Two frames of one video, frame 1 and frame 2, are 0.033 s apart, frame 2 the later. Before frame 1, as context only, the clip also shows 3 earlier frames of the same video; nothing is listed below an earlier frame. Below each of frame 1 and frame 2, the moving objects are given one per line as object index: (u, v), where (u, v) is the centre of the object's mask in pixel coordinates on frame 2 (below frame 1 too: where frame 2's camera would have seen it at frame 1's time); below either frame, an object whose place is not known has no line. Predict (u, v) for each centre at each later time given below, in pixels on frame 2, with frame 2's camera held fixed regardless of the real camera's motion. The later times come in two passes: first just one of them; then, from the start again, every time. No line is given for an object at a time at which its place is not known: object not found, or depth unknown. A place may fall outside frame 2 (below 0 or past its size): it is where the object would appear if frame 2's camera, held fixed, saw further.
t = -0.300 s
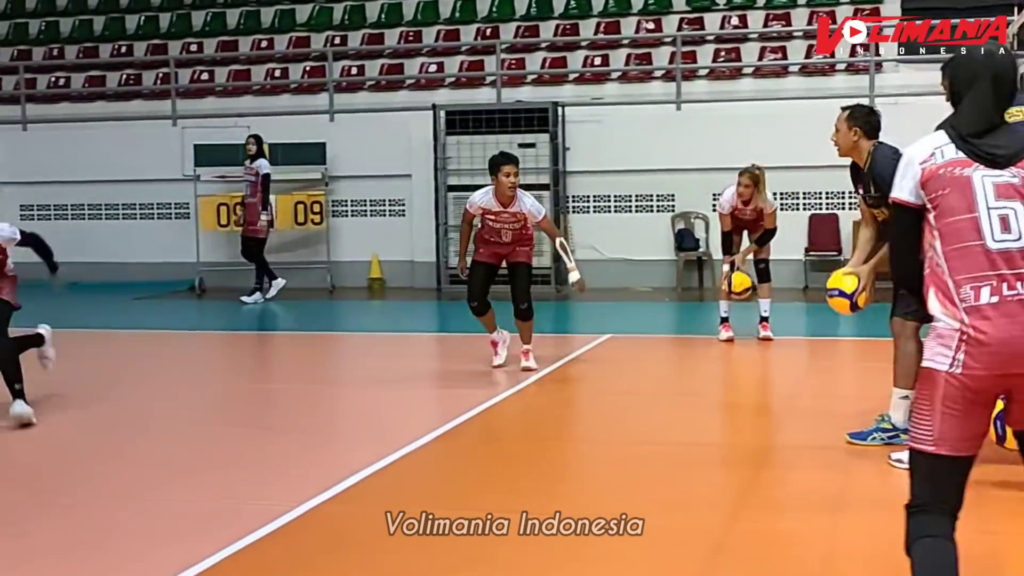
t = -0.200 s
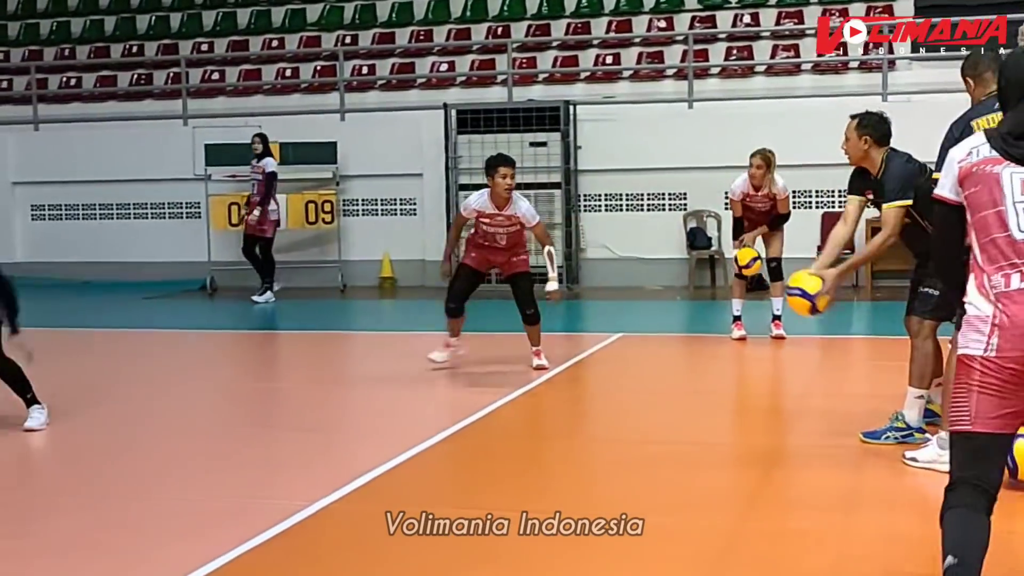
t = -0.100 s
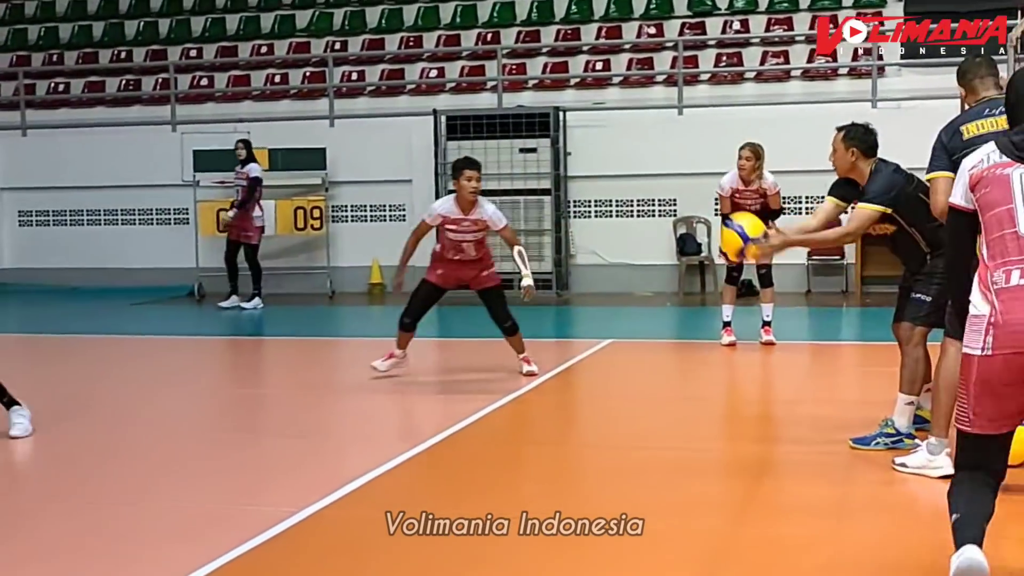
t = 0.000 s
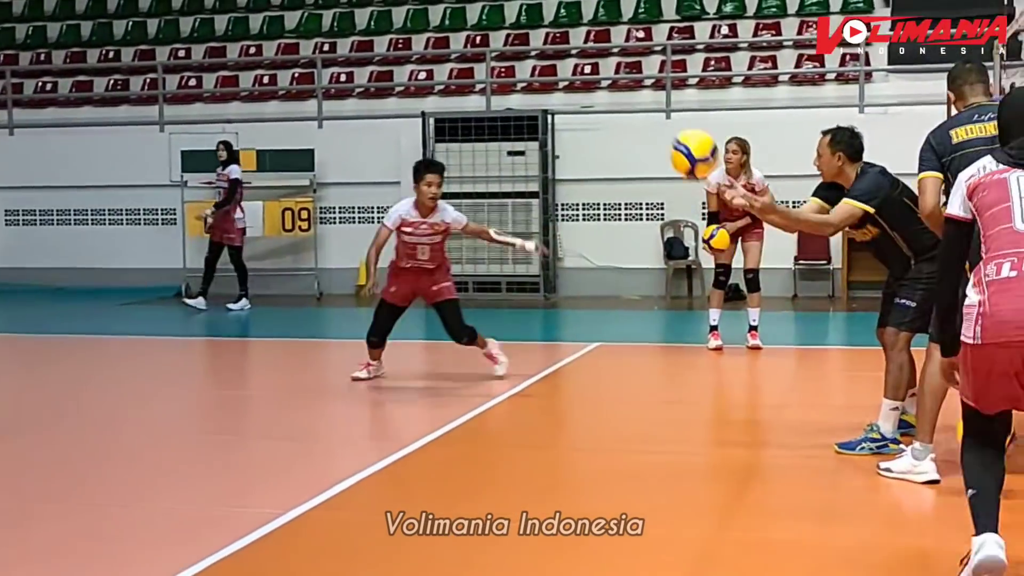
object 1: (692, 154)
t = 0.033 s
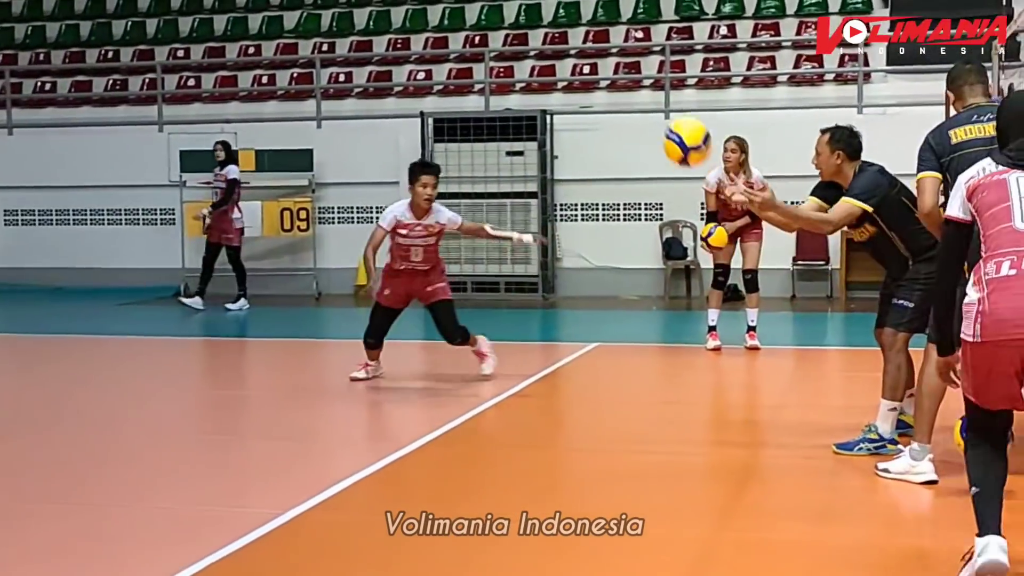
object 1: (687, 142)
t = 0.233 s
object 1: (608, 34)
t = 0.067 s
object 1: (669, 107)
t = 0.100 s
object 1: (657, 87)
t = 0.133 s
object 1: (644, 70)
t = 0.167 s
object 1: (632, 56)
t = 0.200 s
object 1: (620, 43)
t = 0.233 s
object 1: (608, 34)
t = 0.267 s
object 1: (602, 30)
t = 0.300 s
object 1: (591, 25)
